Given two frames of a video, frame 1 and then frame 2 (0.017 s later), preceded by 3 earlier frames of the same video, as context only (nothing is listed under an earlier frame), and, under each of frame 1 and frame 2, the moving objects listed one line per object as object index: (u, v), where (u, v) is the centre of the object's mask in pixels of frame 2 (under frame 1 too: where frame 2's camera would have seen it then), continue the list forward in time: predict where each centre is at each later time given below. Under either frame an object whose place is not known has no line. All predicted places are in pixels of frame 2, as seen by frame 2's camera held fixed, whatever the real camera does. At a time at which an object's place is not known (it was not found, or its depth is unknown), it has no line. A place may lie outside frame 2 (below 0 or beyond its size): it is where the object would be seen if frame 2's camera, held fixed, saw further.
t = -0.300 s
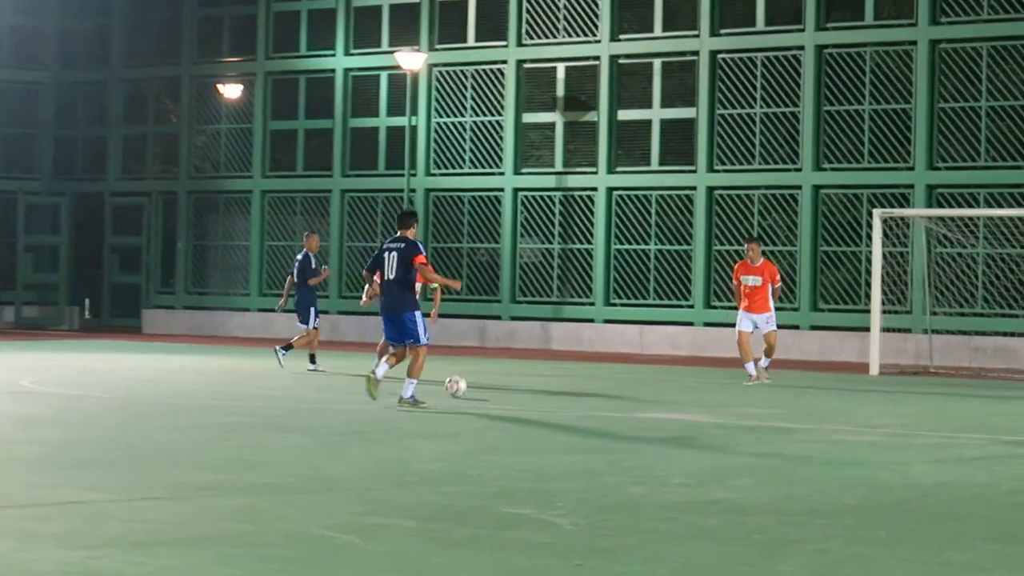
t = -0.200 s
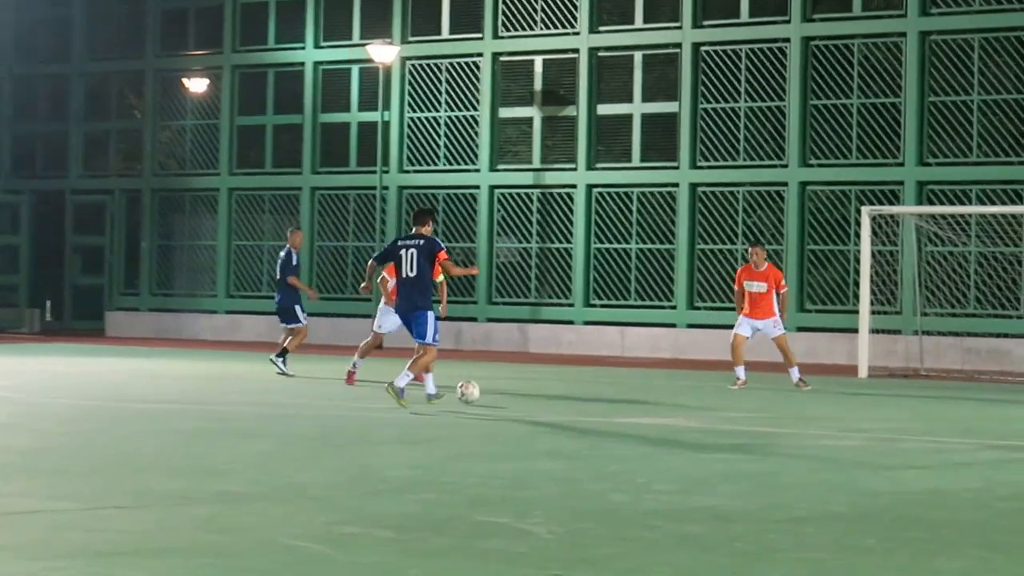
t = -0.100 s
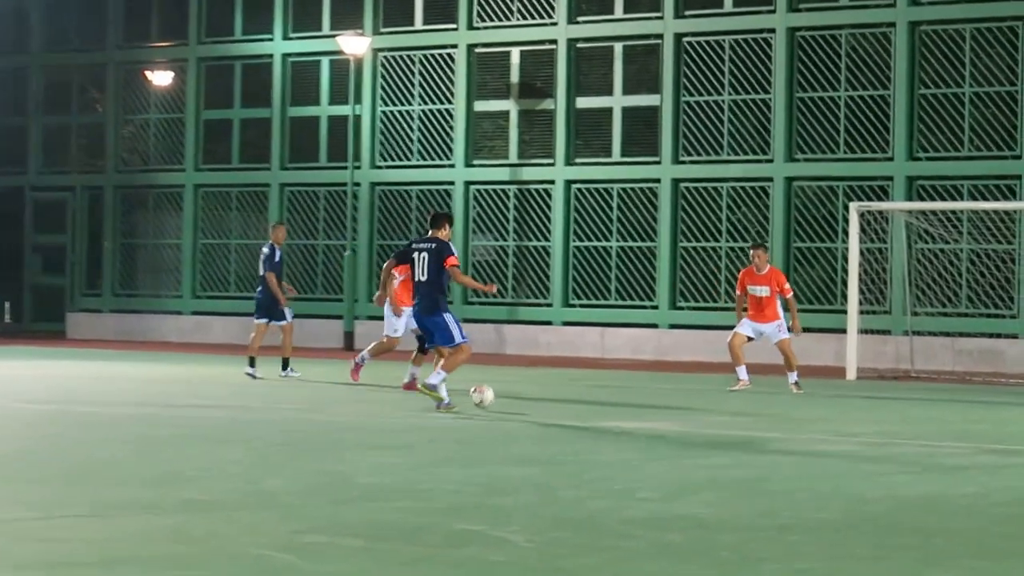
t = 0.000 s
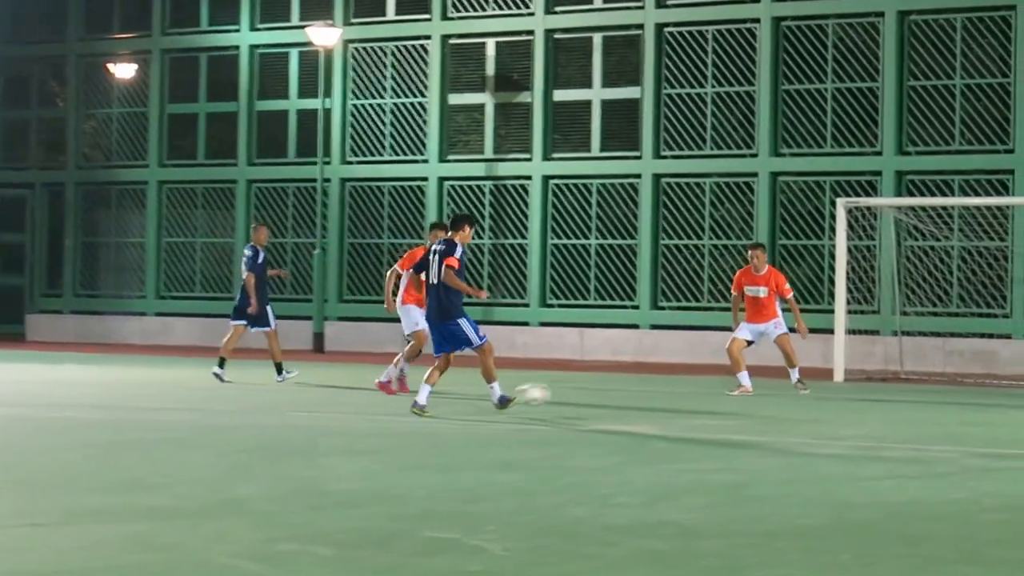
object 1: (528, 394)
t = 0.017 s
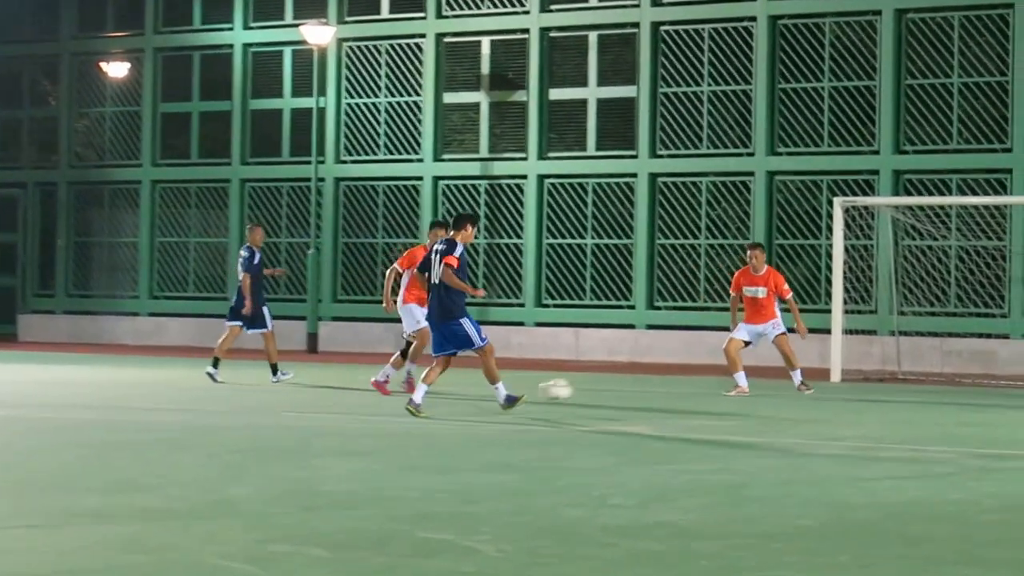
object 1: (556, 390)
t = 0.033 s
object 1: (586, 385)
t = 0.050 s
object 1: (614, 382)
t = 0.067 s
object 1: (641, 378)
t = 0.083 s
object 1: (669, 375)
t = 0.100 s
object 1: (694, 373)
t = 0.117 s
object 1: (720, 371)
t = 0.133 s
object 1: (749, 368)
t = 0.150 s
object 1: (772, 367)
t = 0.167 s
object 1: (795, 366)
